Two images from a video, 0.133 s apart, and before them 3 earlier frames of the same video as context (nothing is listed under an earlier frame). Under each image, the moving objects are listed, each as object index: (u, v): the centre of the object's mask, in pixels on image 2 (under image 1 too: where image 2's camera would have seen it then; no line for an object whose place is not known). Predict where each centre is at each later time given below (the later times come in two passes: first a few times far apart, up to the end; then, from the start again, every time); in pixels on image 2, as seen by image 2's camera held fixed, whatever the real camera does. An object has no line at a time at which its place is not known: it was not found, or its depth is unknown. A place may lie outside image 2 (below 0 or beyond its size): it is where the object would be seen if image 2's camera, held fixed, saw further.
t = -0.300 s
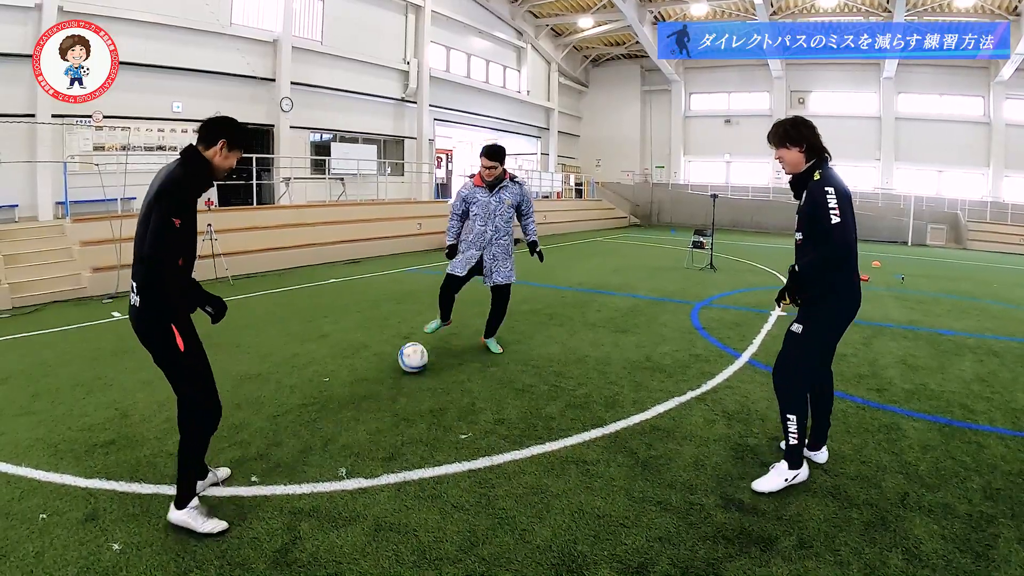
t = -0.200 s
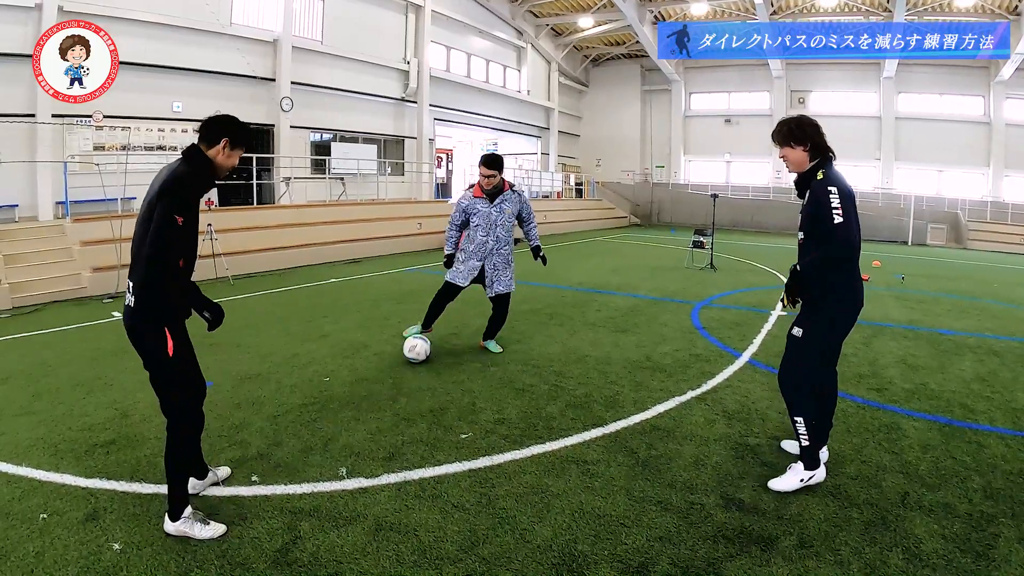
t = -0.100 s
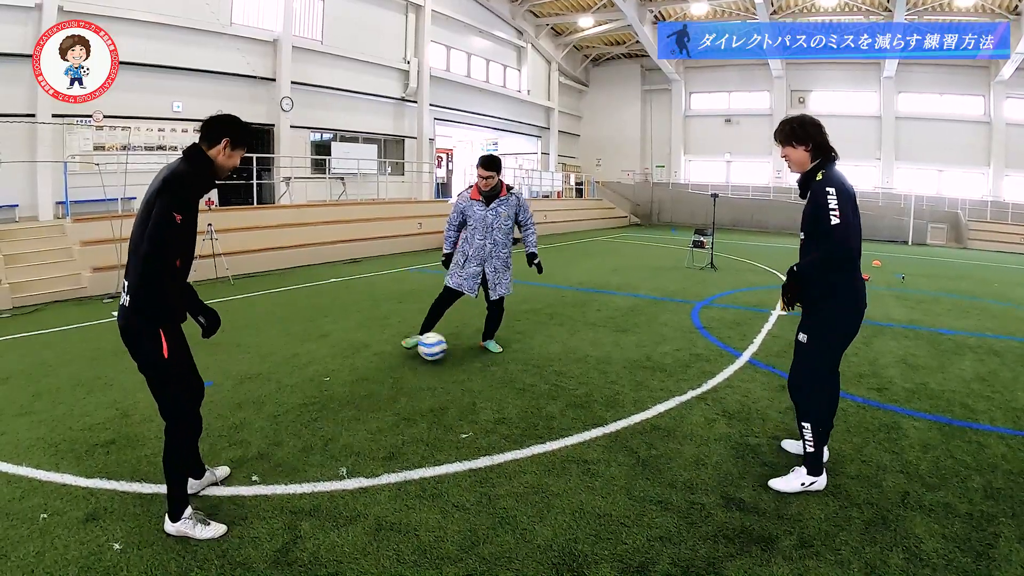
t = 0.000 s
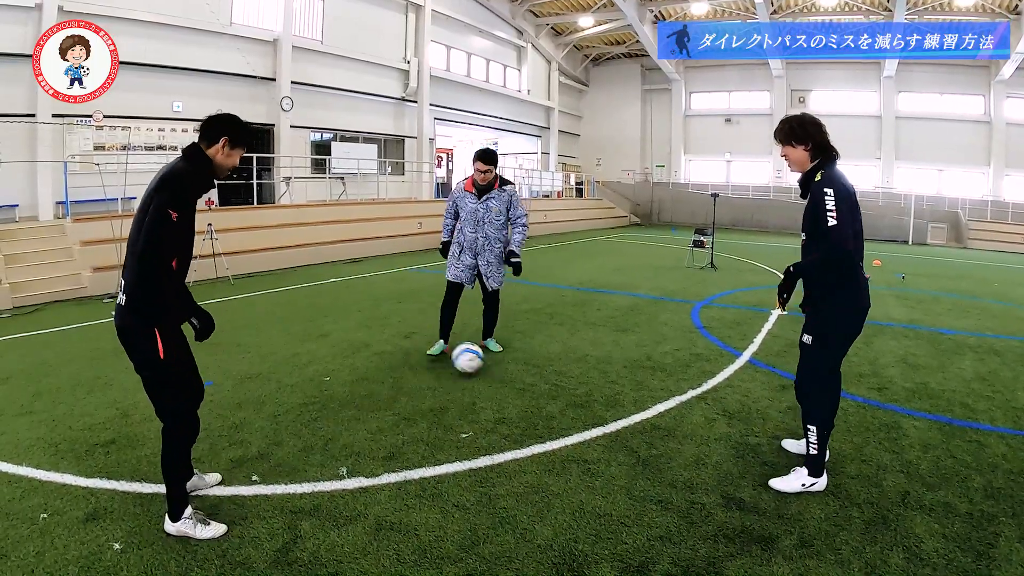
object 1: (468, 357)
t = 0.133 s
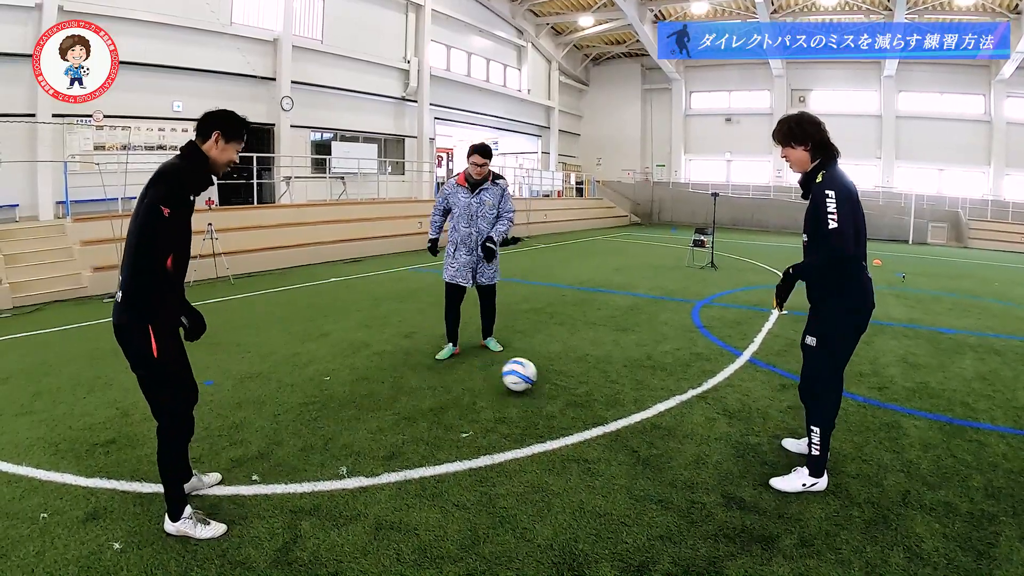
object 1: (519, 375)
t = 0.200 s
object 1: (545, 386)
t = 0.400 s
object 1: (622, 406)
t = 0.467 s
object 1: (649, 414)
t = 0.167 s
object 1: (532, 380)
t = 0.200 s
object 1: (545, 386)
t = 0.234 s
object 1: (557, 388)
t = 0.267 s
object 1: (570, 391)
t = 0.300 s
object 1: (583, 396)
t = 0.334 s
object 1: (596, 400)
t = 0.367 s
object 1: (609, 402)
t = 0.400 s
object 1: (622, 406)
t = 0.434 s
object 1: (636, 411)
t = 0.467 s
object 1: (649, 414)
